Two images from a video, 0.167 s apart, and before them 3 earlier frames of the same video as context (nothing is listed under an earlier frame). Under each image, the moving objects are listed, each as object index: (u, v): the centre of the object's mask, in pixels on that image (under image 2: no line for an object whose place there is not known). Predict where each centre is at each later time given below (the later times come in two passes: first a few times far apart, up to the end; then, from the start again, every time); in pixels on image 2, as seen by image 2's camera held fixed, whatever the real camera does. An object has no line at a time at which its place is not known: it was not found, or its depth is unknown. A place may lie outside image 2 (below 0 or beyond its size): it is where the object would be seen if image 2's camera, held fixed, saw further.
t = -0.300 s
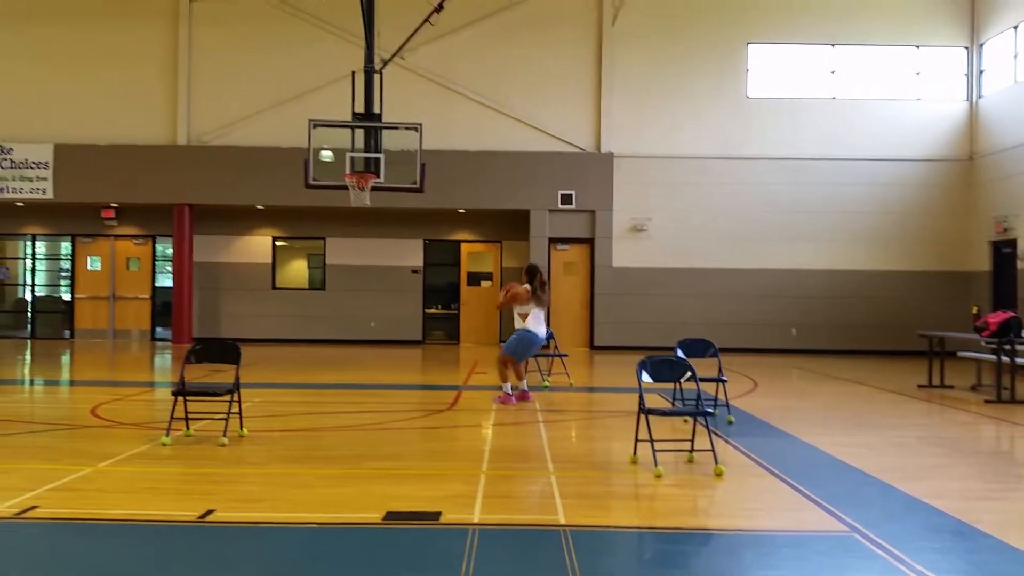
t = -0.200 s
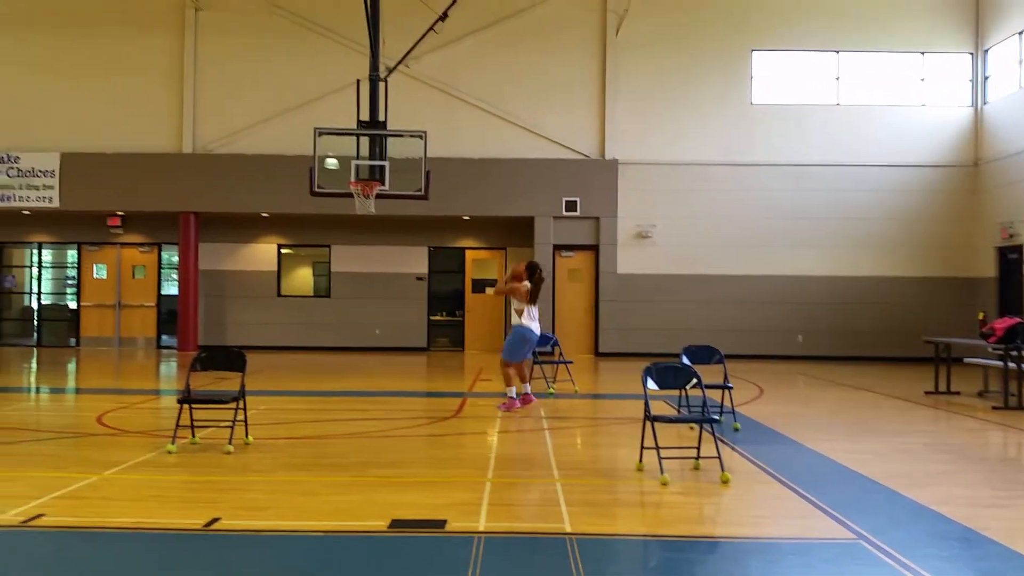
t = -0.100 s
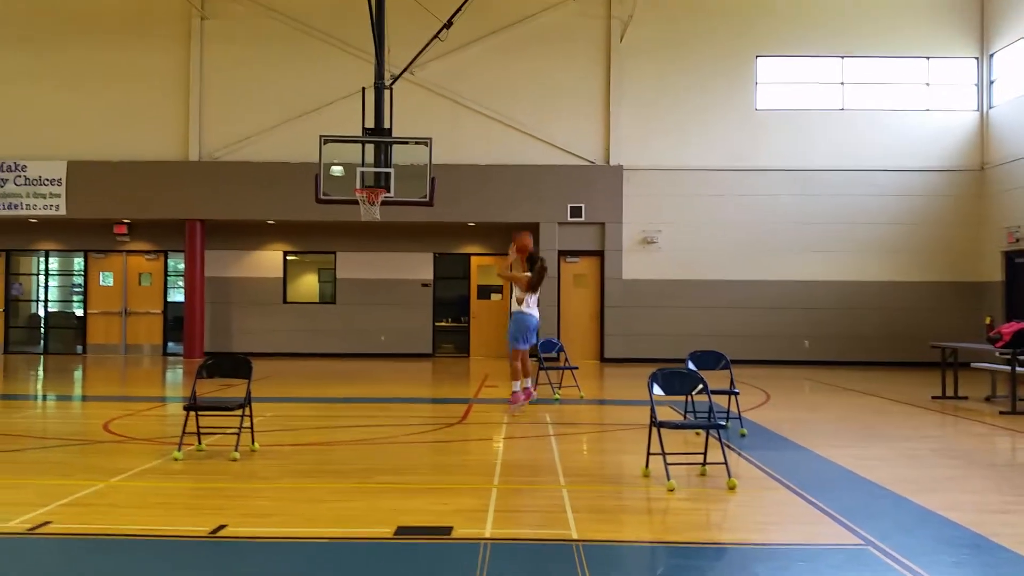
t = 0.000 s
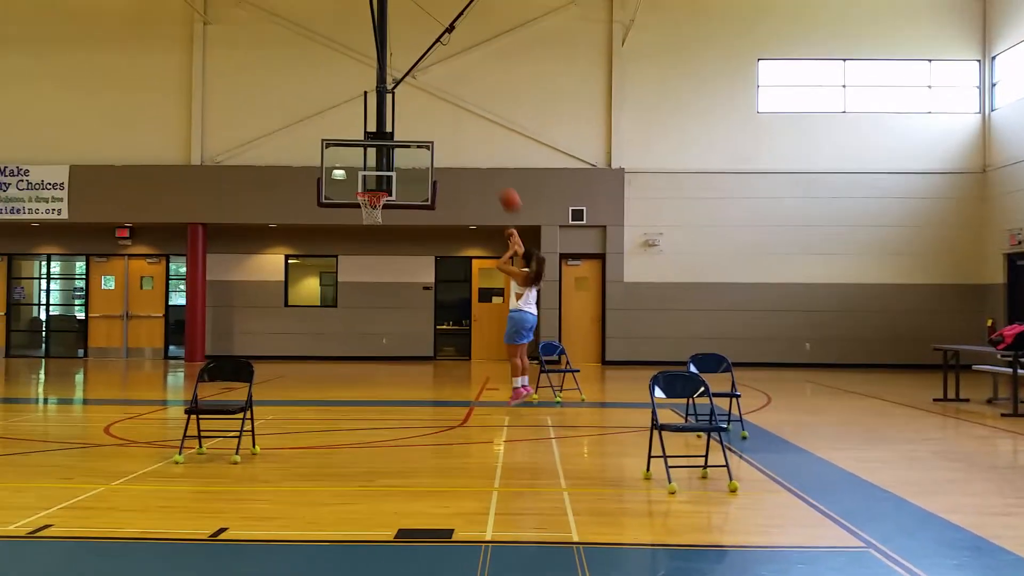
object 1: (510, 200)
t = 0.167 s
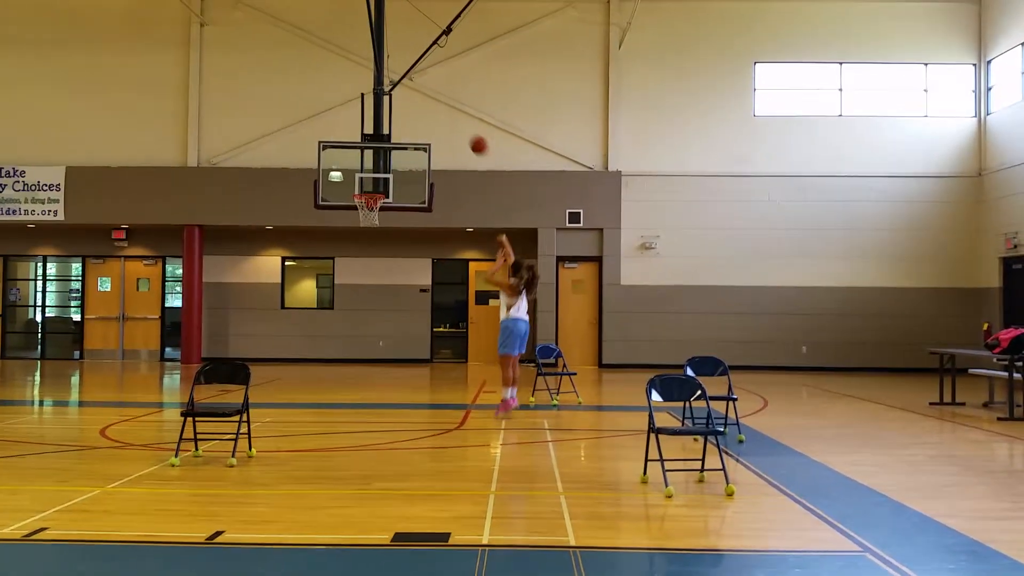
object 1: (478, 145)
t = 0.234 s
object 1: (468, 129)
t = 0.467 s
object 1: (436, 103)
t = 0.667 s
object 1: (412, 113)
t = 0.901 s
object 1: (387, 155)
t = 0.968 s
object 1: (381, 171)
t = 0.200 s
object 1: (473, 137)
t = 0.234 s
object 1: (468, 129)
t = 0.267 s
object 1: (463, 123)
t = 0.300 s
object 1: (459, 118)
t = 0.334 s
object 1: (454, 113)
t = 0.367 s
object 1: (449, 110)
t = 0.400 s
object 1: (444, 107)
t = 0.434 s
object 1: (440, 105)
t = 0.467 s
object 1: (436, 103)
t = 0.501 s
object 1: (432, 103)
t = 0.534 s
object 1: (428, 104)
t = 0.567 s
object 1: (423, 105)
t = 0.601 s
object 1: (420, 107)
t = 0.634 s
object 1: (416, 110)
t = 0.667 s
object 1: (412, 113)
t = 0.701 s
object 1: (408, 118)
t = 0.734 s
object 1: (404, 123)
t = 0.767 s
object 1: (401, 127)
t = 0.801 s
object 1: (398, 133)
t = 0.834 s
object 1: (393, 139)
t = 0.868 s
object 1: (390, 147)
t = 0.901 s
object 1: (387, 155)
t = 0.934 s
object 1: (384, 163)
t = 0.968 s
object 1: (381, 171)
